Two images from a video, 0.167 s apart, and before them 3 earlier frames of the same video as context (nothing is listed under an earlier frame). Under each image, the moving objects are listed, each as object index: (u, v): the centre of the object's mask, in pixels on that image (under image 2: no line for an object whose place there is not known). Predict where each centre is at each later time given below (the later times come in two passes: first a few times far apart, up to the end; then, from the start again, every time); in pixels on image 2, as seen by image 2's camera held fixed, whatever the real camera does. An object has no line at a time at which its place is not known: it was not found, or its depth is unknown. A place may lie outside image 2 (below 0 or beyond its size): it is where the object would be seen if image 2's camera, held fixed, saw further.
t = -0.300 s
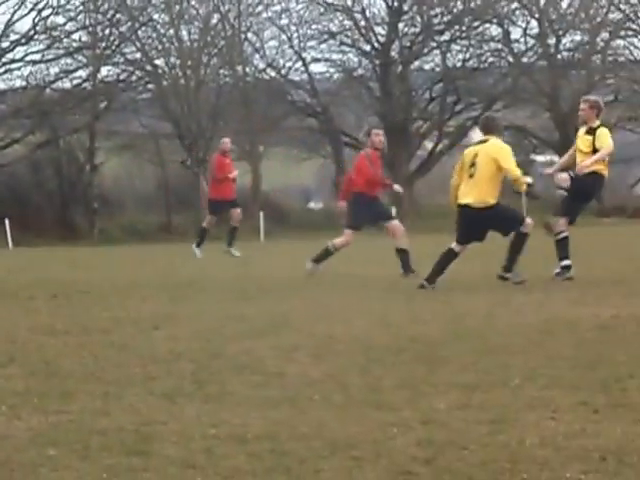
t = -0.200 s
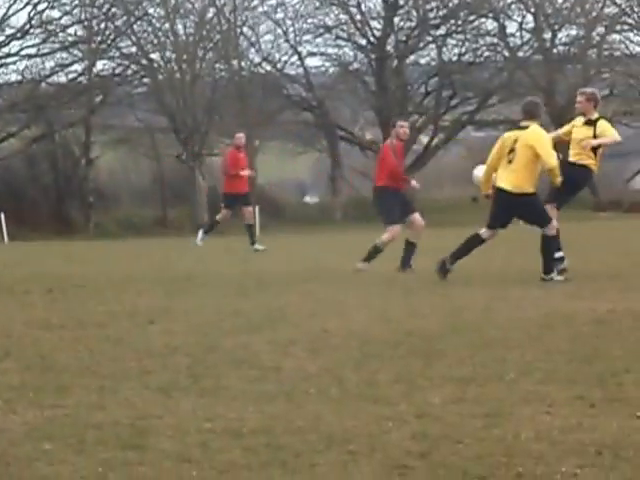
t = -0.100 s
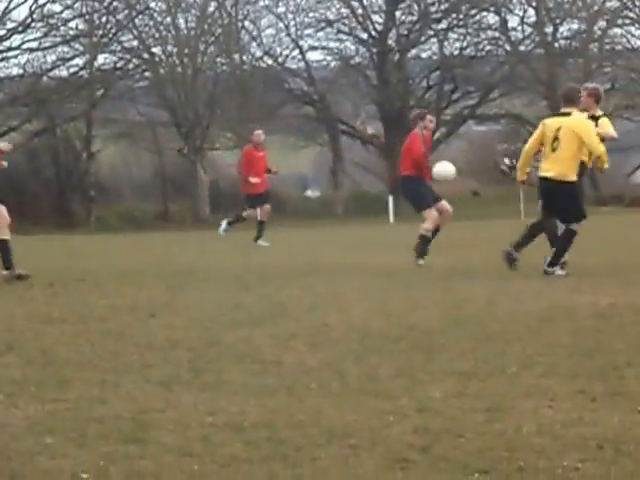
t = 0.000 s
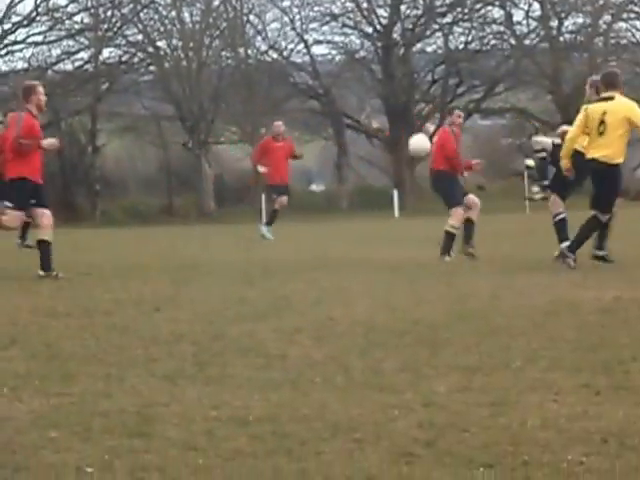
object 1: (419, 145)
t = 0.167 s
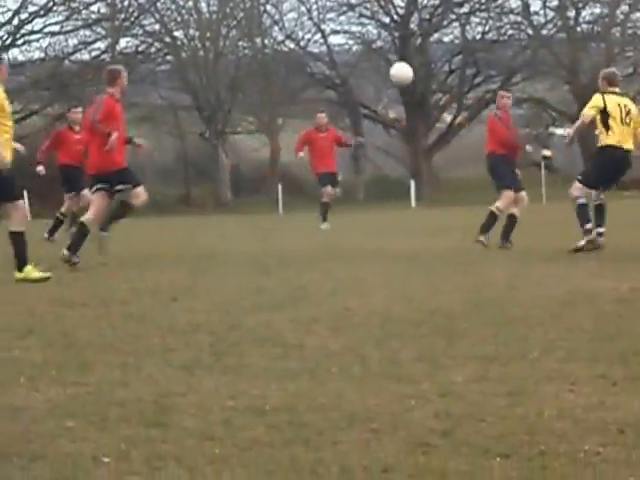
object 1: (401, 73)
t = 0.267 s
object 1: (380, 49)
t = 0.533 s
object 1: (325, 35)
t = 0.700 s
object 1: (289, 64)
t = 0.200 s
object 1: (394, 64)
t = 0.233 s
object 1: (387, 57)
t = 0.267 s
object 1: (380, 49)
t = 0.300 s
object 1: (373, 44)
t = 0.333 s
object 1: (367, 39)
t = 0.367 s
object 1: (360, 35)
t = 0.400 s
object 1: (353, 33)
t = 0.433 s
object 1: (346, 33)
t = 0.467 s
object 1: (340, 33)
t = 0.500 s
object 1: (332, 32)
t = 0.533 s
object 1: (325, 35)
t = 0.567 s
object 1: (318, 39)
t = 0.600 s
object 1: (311, 44)
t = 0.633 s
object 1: (304, 49)
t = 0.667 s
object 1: (296, 56)
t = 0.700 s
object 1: (289, 64)
